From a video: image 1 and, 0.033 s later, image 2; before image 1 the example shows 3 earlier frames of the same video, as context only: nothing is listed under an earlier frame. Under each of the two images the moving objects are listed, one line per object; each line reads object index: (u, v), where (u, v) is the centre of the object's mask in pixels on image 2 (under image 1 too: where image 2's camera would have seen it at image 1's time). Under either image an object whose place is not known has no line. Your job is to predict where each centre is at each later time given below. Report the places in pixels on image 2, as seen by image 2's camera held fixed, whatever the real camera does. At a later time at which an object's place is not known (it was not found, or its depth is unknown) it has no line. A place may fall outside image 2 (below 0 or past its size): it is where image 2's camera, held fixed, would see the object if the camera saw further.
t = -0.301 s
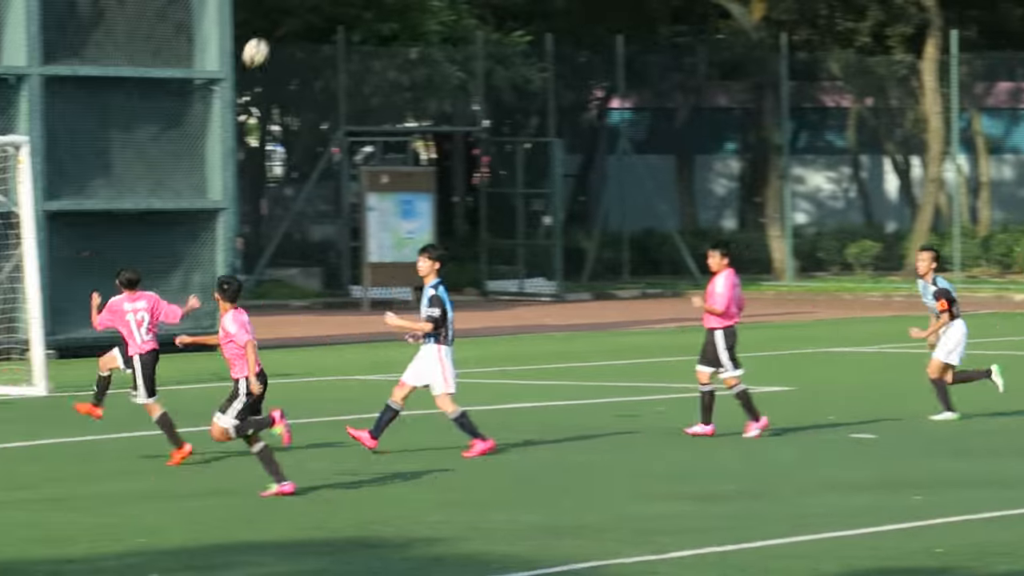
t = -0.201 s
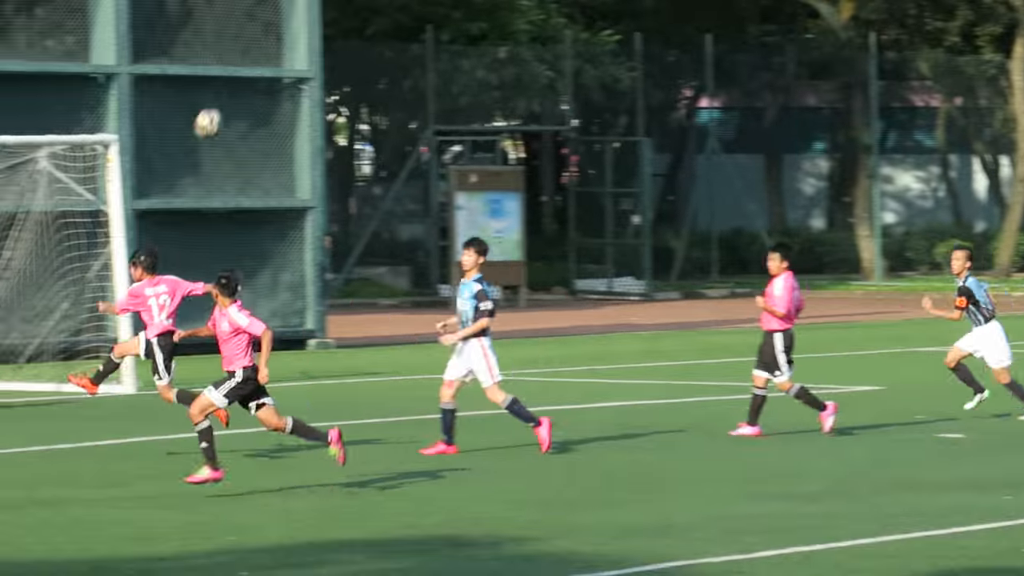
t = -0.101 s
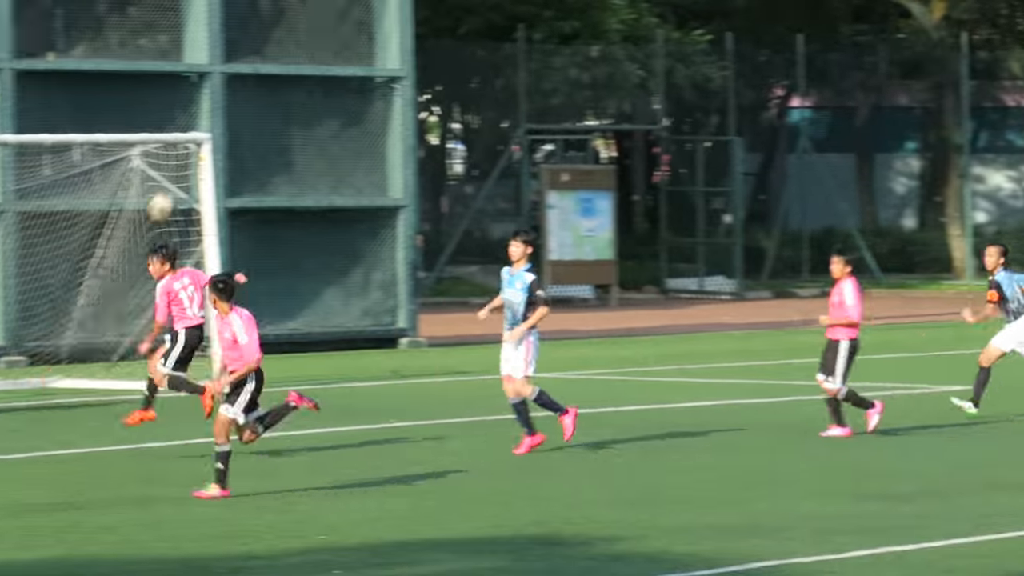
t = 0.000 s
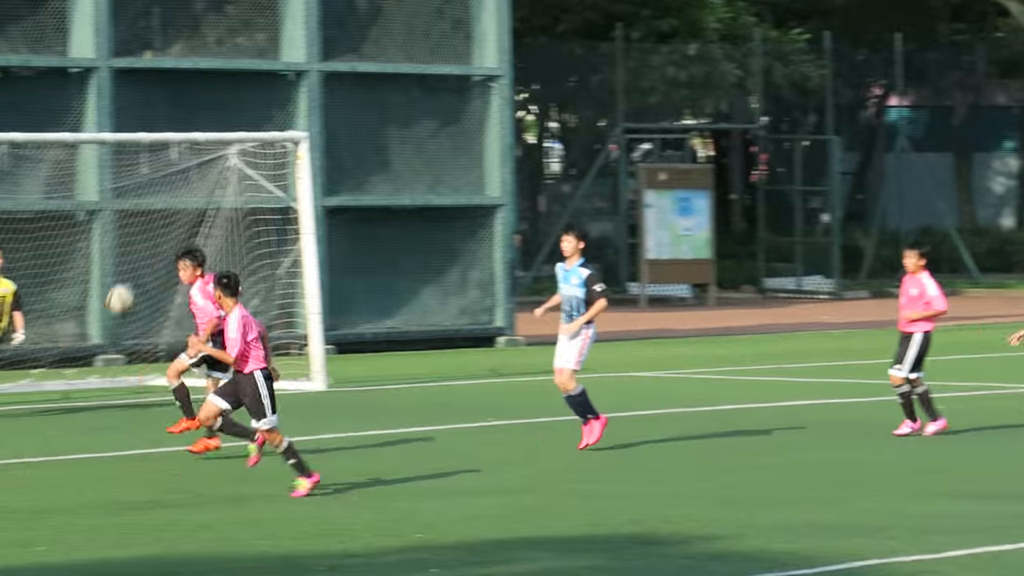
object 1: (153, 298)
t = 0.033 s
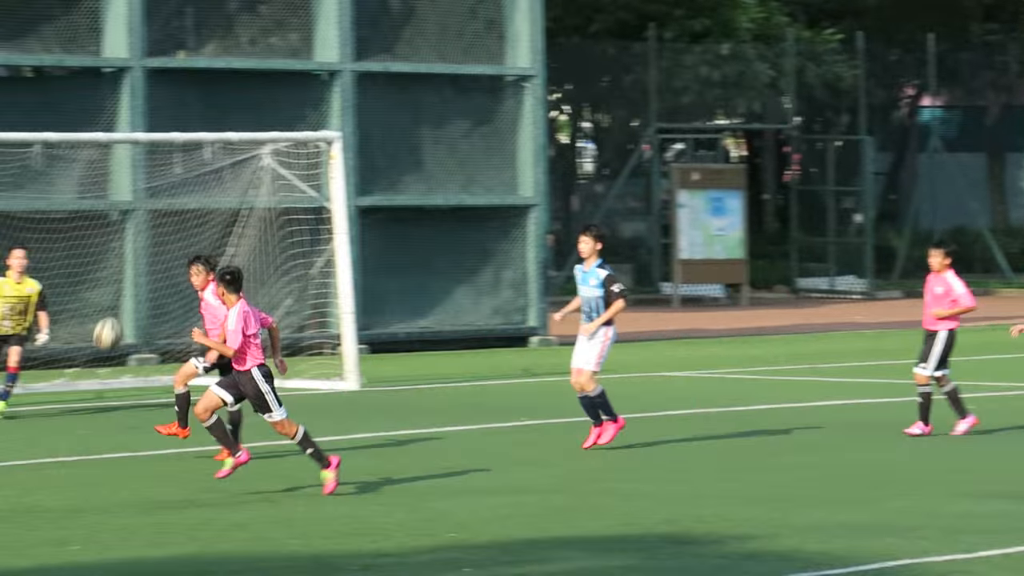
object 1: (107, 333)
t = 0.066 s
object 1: (60, 369)
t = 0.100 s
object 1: (13, 407)
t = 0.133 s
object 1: (-37, 449)
